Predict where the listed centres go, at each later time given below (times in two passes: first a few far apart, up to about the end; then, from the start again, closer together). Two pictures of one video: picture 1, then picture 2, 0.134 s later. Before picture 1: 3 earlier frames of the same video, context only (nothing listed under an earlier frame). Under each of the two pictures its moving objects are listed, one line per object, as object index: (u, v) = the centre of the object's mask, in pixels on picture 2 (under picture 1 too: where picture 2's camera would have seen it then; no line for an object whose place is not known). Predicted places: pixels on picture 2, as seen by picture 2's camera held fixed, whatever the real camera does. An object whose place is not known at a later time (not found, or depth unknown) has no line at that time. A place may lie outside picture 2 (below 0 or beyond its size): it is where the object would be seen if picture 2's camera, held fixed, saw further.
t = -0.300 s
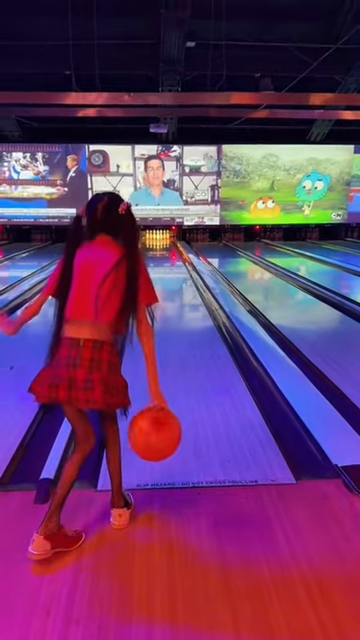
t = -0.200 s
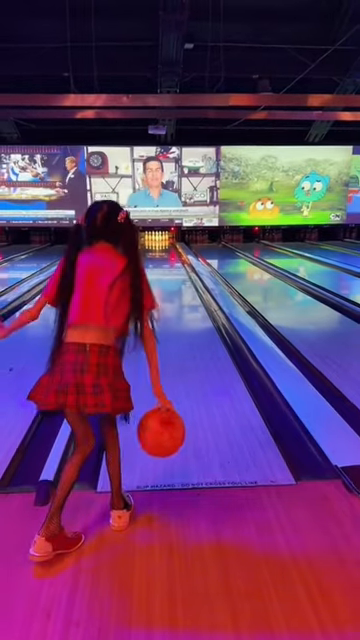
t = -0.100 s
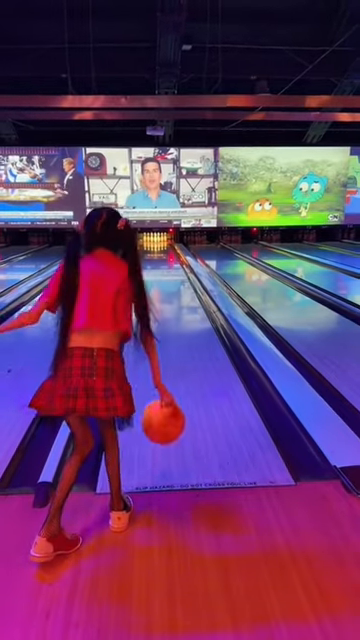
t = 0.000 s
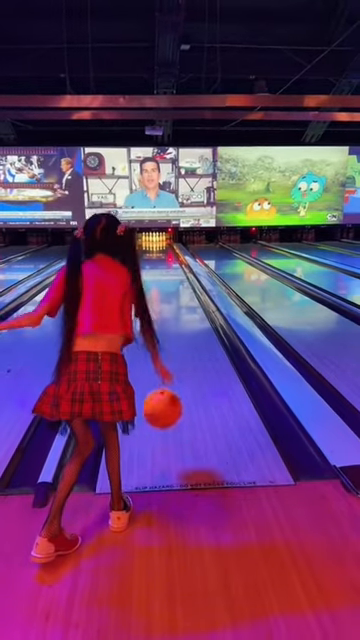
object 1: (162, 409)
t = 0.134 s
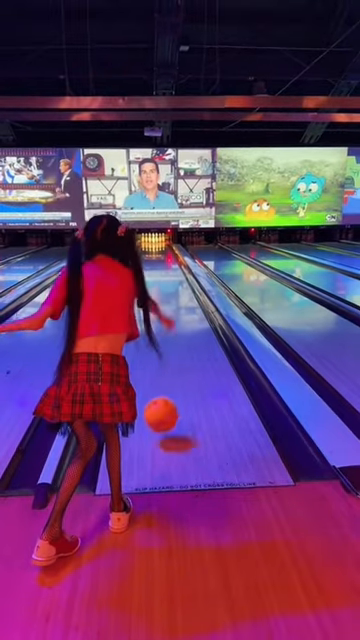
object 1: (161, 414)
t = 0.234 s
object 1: (160, 407)
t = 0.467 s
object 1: (158, 381)
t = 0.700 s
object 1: (154, 361)
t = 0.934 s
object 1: (150, 348)
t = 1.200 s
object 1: (147, 336)
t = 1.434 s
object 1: (143, 327)
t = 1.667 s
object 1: (140, 319)
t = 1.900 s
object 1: (138, 312)
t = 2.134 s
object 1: (136, 305)
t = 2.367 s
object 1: (133, 300)
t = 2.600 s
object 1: (132, 296)
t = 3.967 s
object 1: (128, 281)
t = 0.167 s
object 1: (161, 420)
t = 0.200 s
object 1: (161, 413)
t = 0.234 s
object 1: (160, 407)
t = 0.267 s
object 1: (160, 402)
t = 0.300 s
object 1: (159, 399)
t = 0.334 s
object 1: (159, 396)
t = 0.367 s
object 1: (158, 392)
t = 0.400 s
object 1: (158, 388)
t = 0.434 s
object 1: (158, 385)
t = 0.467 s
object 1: (158, 381)
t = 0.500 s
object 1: (157, 378)
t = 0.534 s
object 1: (156, 375)
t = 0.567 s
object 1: (156, 372)
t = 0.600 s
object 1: (155, 369)
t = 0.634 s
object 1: (155, 367)
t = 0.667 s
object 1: (154, 364)
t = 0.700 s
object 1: (154, 361)
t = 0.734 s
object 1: (153, 359)
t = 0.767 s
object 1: (153, 357)
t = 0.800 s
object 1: (152, 355)
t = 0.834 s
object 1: (152, 353)
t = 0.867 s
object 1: (151, 351)
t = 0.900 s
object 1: (150, 349)
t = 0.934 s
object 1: (150, 348)
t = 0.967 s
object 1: (150, 346)
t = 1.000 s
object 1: (149, 344)
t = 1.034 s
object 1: (149, 343)
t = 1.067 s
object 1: (148, 341)
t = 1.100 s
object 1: (148, 340)
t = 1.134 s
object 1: (147, 339)
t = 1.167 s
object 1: (147, 337)
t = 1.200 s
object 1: (147, 336)
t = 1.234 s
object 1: (146, 334)
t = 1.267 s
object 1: (145, 333)
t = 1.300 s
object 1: (145, 332)
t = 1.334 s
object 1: (145, 331)
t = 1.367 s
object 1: (145, 330)
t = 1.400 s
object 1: (144, 329)
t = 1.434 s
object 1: (143, 327)
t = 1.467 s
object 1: (143, 326)
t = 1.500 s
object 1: (143, 324)
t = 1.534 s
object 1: (142, 323)
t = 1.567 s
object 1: (141, 322)
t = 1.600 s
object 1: (141, 321)
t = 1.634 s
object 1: (141, 320)
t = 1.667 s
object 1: (140, 319)
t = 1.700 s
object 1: (140, 318)
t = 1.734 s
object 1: (140, 317)
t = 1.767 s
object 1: (140, 316)
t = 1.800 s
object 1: (139, 314)
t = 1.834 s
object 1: (139, 313)
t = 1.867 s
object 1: (138, 312)
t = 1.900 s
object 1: (138, 312)
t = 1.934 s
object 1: (138, 311)
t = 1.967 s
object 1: (138, 310)
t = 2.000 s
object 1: (137, 309)
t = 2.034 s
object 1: (137, 308)
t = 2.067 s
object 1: (136, 307)
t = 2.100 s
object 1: (136, 306)
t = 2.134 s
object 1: (136, 305)
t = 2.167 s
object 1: (136, 304)
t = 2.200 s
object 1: (135, 304)
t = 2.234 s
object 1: (135, 303)
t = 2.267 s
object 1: (134, 302)
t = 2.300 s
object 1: (133, 301)
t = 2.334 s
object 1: (133, 300)
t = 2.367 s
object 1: (133, 300)
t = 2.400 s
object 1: (133, 299)
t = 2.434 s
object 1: (133, 299)
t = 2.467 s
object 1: (132, 298)
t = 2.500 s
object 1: (132, 297)
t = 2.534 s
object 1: (132, 297)
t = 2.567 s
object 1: (132, 297)
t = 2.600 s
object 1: (132, 296)
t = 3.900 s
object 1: (128, 282)
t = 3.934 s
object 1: (128, 281)
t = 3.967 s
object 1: (128, 281)
